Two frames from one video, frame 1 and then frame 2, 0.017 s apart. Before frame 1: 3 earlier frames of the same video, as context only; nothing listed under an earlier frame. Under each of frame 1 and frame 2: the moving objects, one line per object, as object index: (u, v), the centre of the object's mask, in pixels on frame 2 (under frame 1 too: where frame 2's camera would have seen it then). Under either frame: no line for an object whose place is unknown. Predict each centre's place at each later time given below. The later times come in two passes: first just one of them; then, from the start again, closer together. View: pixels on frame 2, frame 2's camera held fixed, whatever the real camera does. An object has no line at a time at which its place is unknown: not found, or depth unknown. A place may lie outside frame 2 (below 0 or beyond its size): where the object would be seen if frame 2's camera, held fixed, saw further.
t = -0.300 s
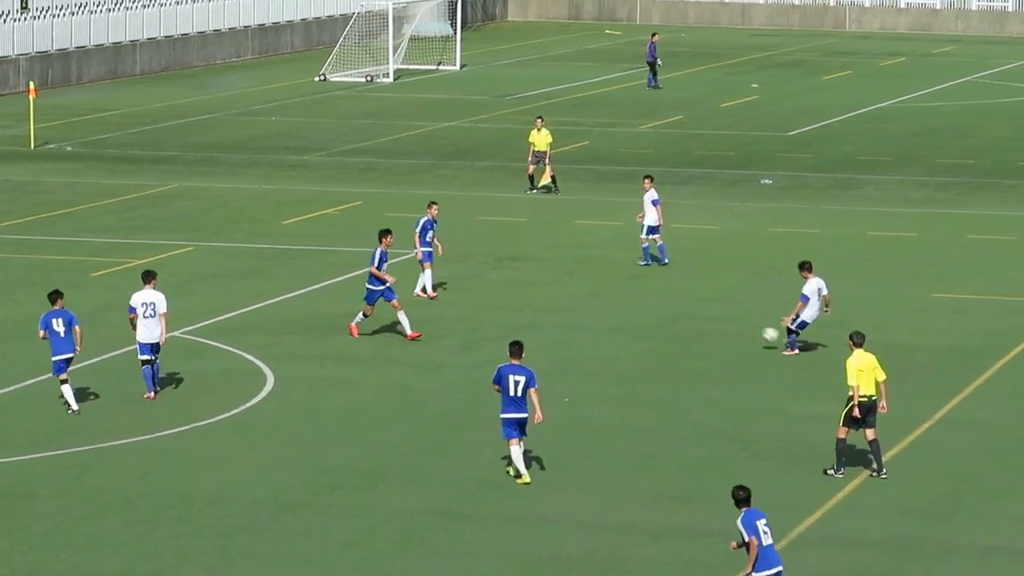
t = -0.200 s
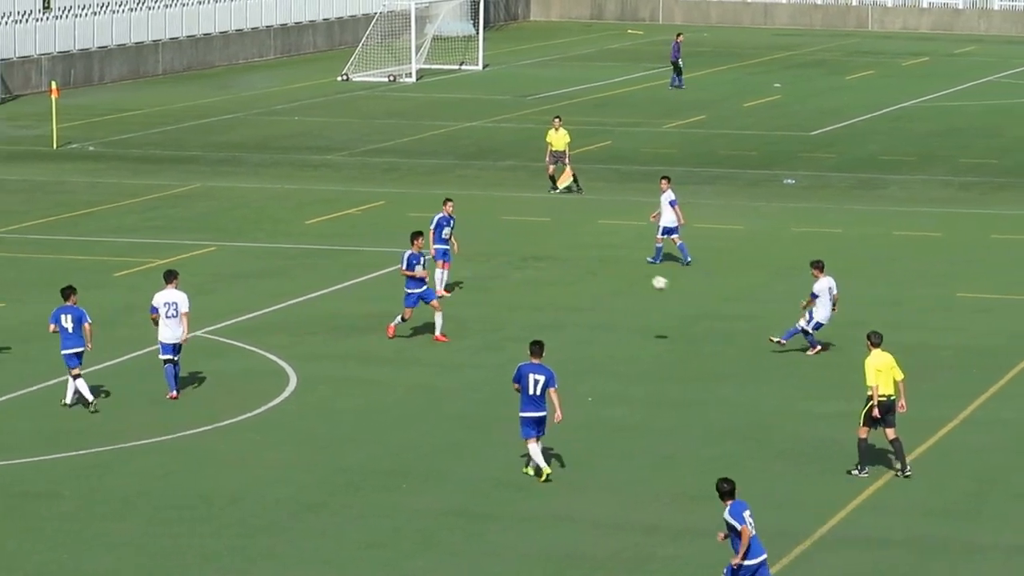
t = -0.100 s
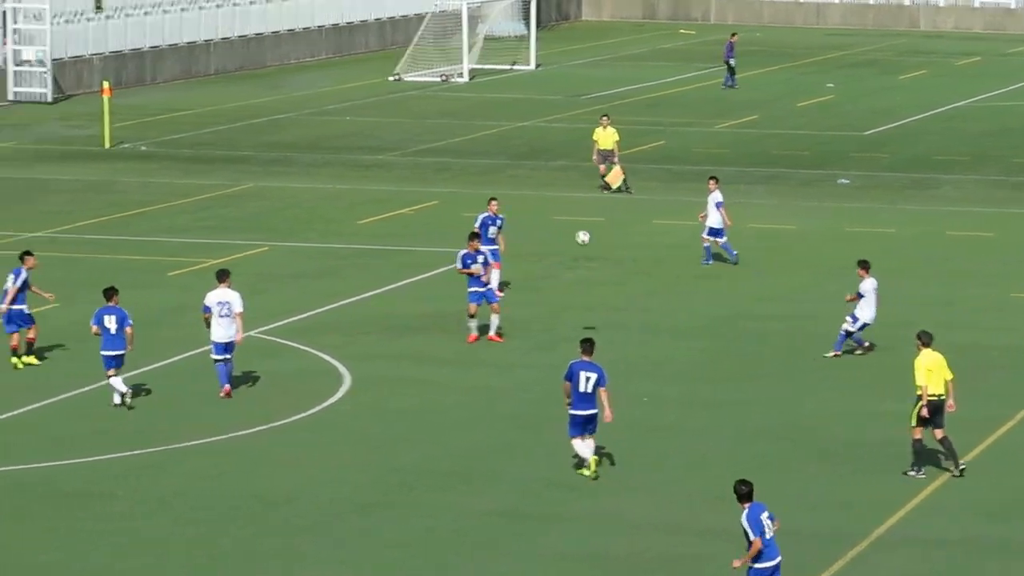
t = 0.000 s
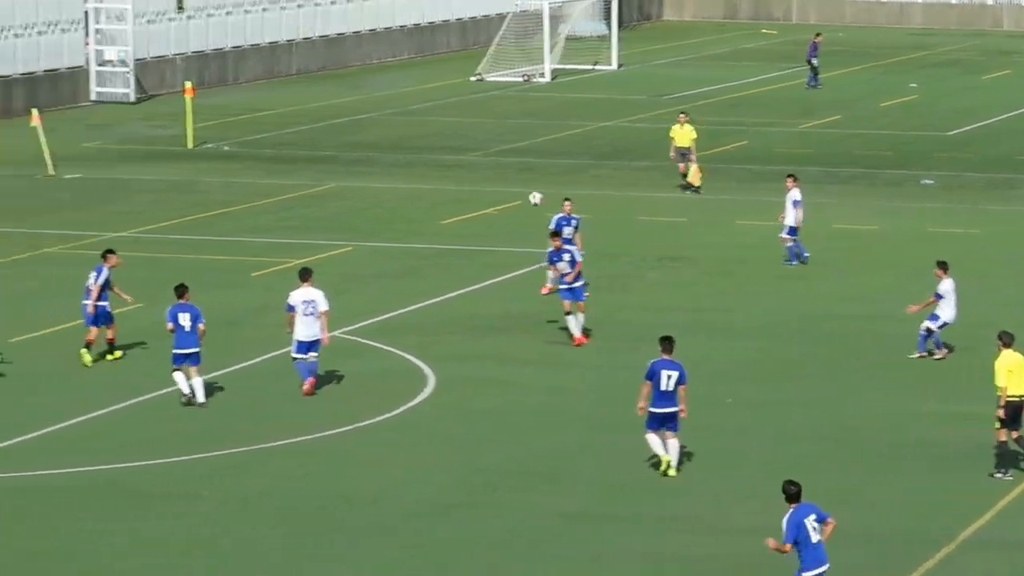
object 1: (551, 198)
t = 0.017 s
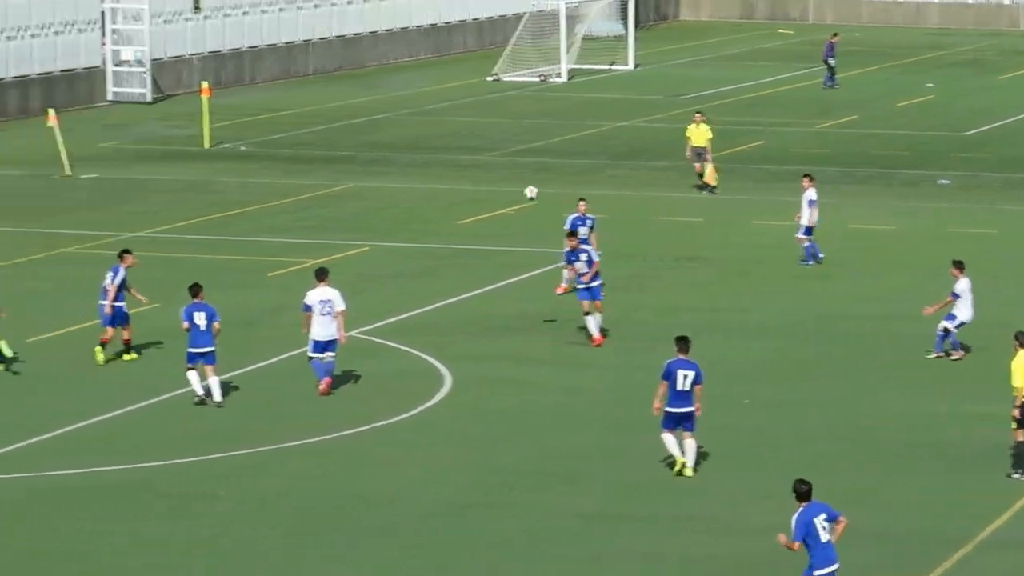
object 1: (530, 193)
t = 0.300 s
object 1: (177, 117)
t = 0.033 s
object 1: (510, 186)
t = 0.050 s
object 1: (489, 181)
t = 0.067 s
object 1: (467, 176)
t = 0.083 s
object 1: (446, 170)
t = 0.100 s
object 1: (426, 165)
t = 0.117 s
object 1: (405, 160)
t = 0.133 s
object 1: (384, 156)
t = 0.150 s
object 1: (363, 151)
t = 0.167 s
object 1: (342, 147)
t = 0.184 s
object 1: (322, 143)
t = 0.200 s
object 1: (301, 139)
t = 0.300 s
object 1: (177, 117)
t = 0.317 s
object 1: (156, 114)
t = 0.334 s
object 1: (136, 111)
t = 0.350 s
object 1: (117, 107)
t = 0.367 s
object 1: (95, 104)
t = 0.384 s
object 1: (76, 101)
